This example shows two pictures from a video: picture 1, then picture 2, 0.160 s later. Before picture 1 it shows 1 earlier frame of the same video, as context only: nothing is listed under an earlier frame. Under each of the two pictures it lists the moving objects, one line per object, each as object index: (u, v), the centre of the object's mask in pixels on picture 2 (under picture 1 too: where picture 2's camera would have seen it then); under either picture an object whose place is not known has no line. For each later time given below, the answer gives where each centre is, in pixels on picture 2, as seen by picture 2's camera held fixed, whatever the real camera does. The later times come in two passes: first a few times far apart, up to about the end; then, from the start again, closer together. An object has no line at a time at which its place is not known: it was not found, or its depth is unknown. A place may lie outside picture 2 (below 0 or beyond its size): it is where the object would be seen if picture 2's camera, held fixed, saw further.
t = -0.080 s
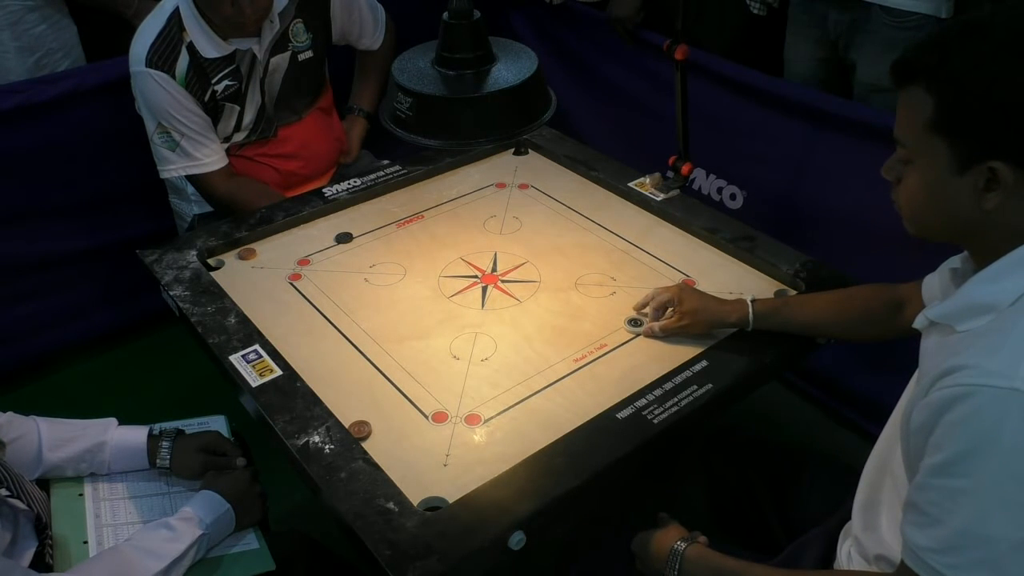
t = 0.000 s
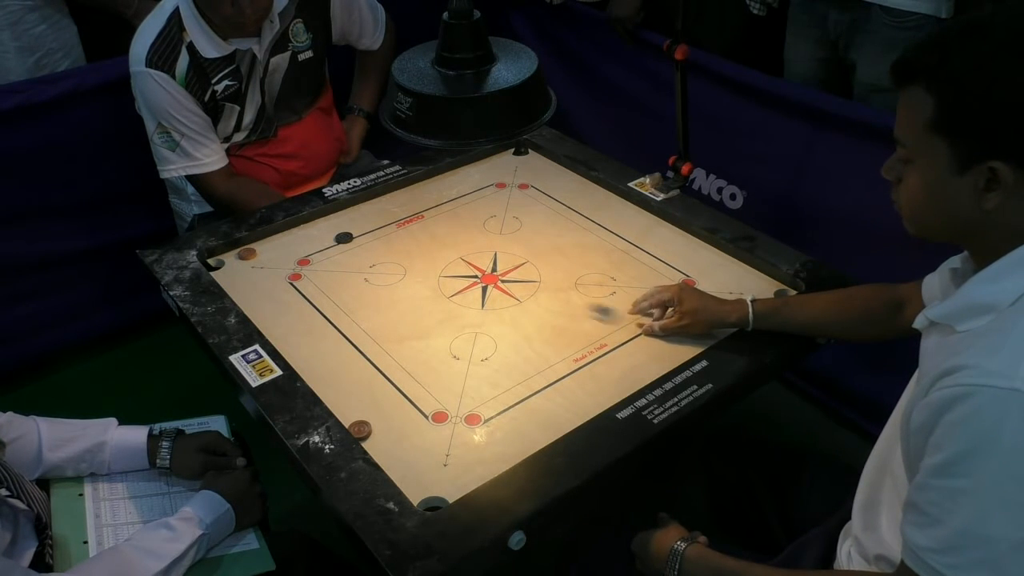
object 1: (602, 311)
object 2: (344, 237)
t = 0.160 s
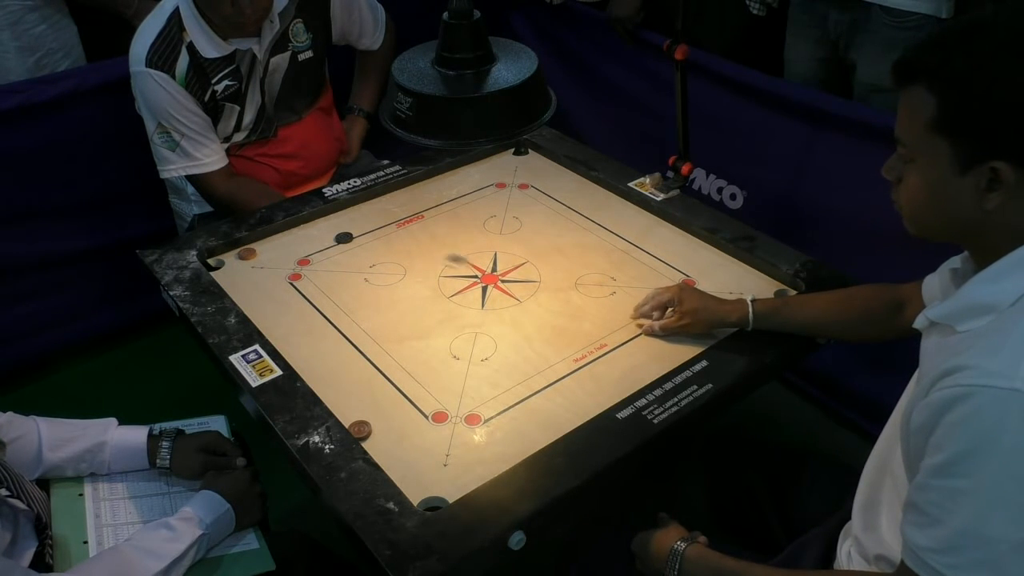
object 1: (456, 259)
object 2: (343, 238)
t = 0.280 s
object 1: (369, 230)
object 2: (344, 238)
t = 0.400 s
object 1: (340, 231)
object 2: (348, 247)
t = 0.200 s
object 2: (344, 238)
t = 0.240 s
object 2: (344, 237)
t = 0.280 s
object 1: (369, 230)
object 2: (344, 238)
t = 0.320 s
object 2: (343, 238)
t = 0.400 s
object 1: (340, 231)
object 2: (348, 247)
